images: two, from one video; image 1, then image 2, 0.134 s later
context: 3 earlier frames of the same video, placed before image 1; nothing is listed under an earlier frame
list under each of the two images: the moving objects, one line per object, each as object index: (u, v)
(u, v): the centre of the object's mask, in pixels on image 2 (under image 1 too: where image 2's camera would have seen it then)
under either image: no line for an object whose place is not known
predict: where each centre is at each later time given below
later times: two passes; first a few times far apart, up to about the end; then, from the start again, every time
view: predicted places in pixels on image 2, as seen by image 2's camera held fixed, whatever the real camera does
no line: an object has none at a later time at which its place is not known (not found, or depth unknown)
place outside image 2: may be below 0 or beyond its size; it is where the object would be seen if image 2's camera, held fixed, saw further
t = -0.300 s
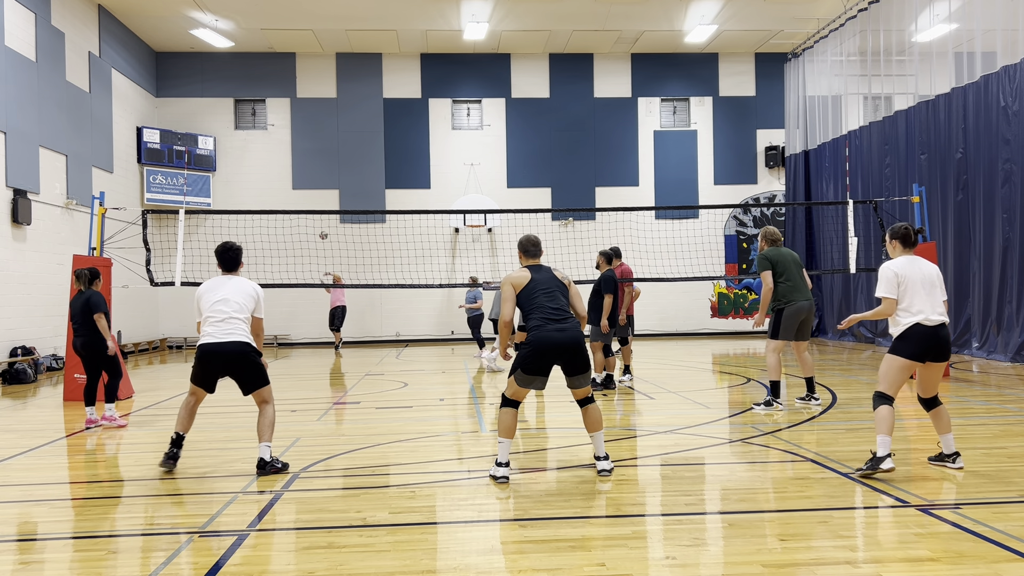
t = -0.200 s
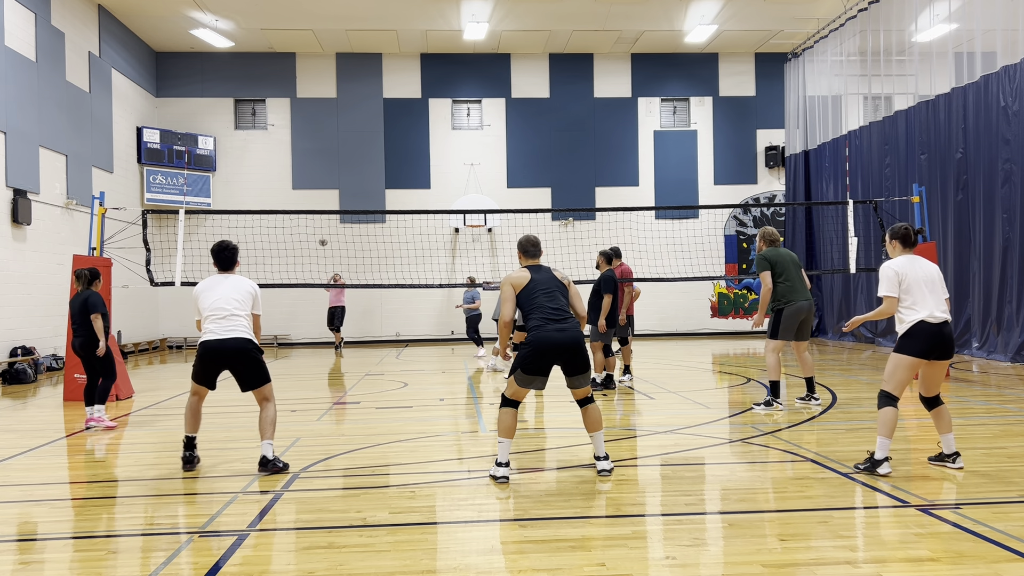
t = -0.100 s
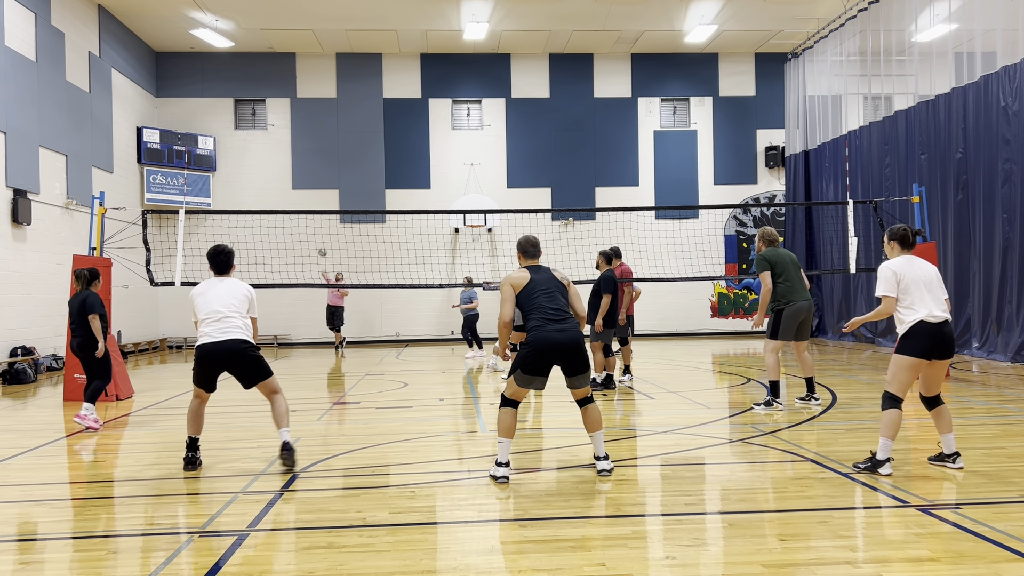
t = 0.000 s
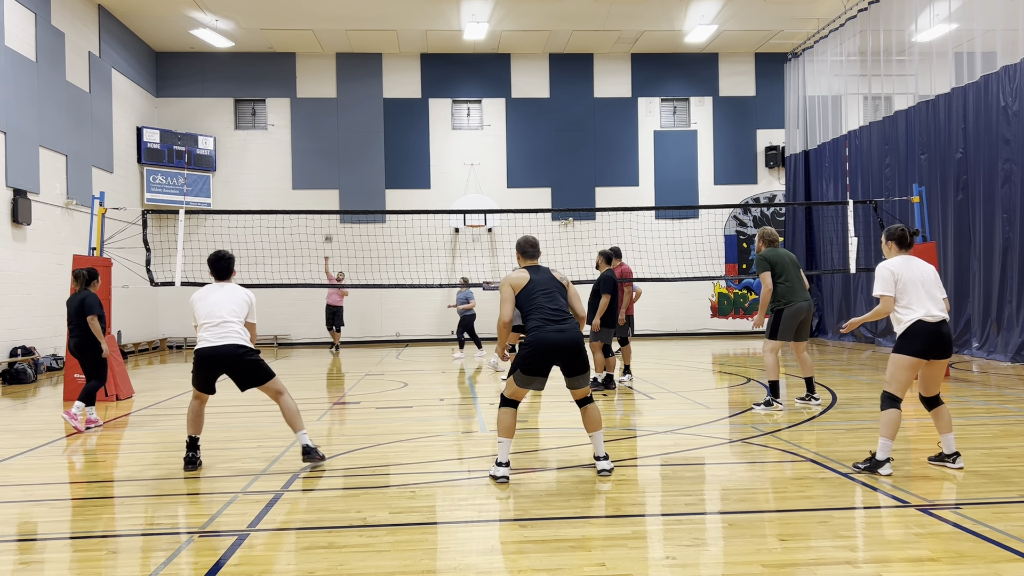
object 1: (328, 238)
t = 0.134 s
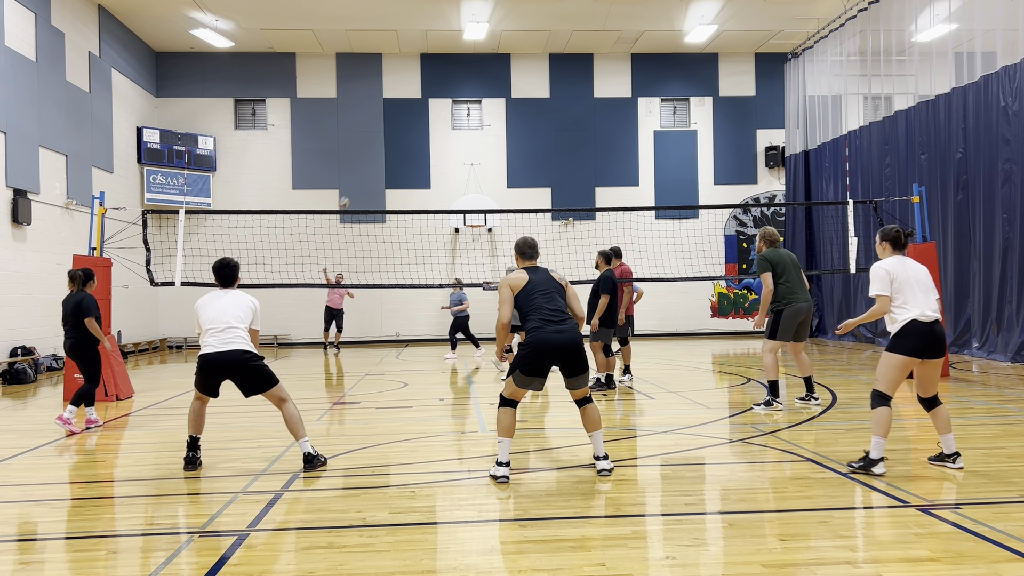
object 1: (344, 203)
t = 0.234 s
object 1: (357, 179)
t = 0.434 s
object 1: (398, 145)
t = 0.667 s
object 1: (472, 134)
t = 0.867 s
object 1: (583, 169)
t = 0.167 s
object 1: (348, 194)
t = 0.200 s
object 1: (352, 187)
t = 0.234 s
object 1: (357, 179)
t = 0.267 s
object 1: (363, 172)
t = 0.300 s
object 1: (369, 166)
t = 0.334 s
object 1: (375, 160)
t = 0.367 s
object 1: (382, 154)
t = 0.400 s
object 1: (390, 149)
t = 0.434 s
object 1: (398, 145)
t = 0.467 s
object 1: (406, 141)
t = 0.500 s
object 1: (415, 137)
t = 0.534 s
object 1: (424, 135)
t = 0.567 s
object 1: (434, 134)
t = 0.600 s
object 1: (447, 133)
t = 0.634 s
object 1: (459, 133)
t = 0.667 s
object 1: (472, 134)
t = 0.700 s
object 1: (487, 136)
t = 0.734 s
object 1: (504, 139)
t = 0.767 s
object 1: (521, 143)
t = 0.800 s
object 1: (540, 150)
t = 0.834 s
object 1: (560, 158)
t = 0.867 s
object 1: (583, 169)
